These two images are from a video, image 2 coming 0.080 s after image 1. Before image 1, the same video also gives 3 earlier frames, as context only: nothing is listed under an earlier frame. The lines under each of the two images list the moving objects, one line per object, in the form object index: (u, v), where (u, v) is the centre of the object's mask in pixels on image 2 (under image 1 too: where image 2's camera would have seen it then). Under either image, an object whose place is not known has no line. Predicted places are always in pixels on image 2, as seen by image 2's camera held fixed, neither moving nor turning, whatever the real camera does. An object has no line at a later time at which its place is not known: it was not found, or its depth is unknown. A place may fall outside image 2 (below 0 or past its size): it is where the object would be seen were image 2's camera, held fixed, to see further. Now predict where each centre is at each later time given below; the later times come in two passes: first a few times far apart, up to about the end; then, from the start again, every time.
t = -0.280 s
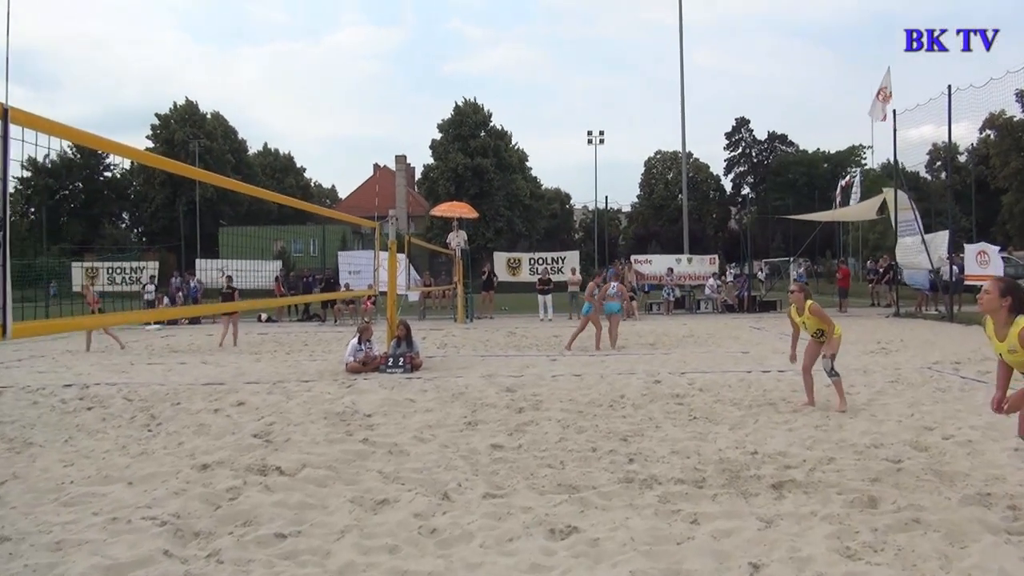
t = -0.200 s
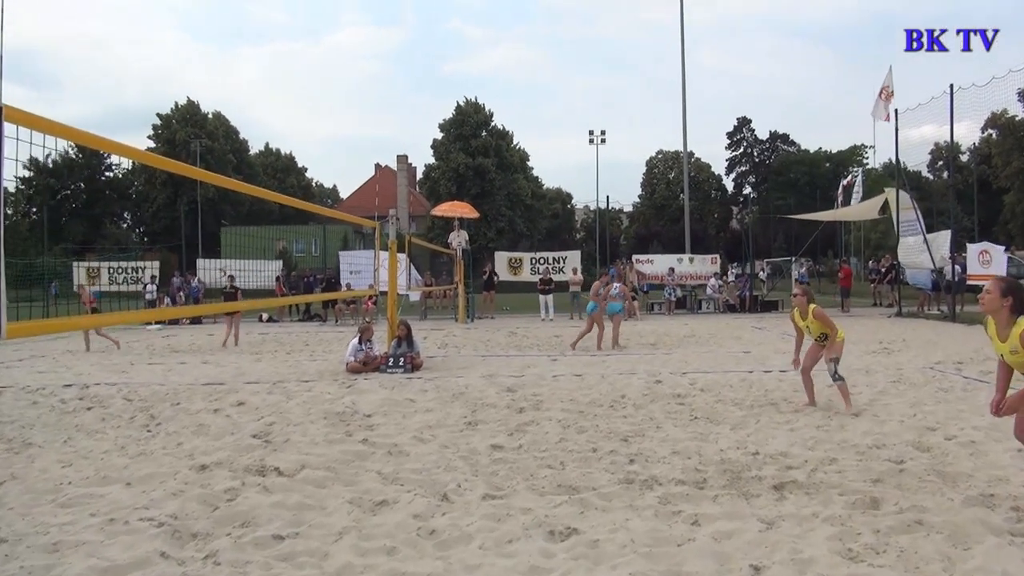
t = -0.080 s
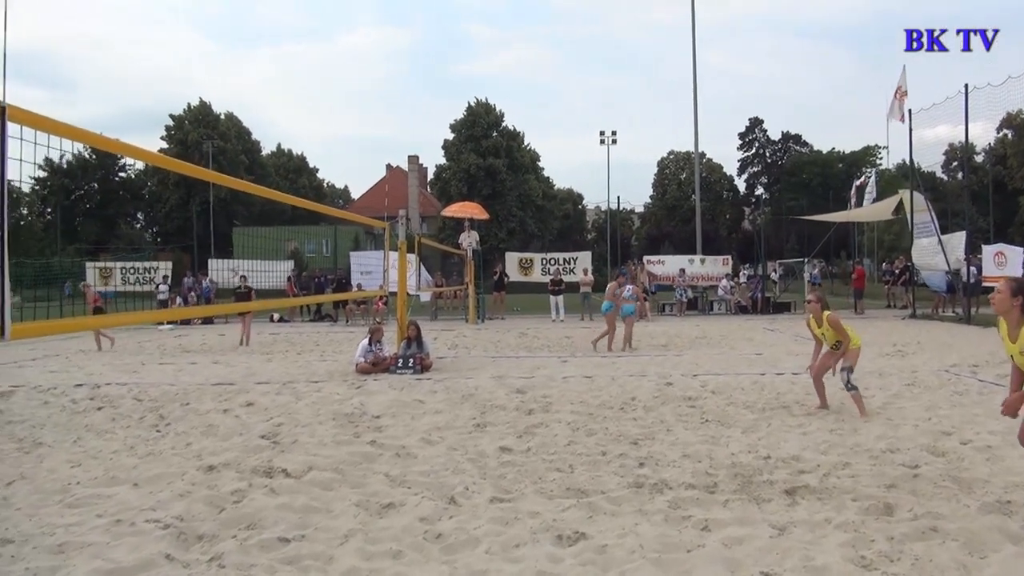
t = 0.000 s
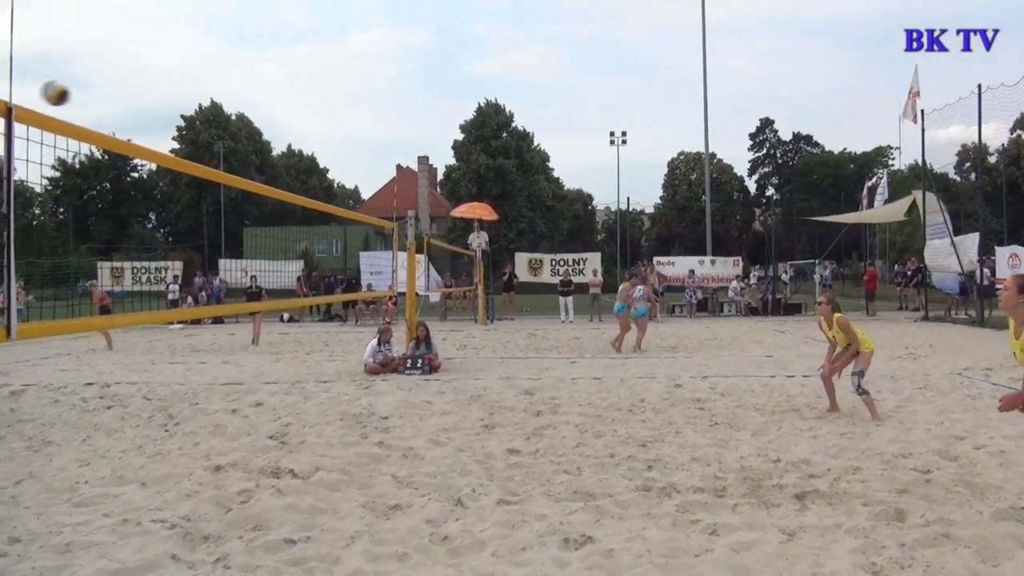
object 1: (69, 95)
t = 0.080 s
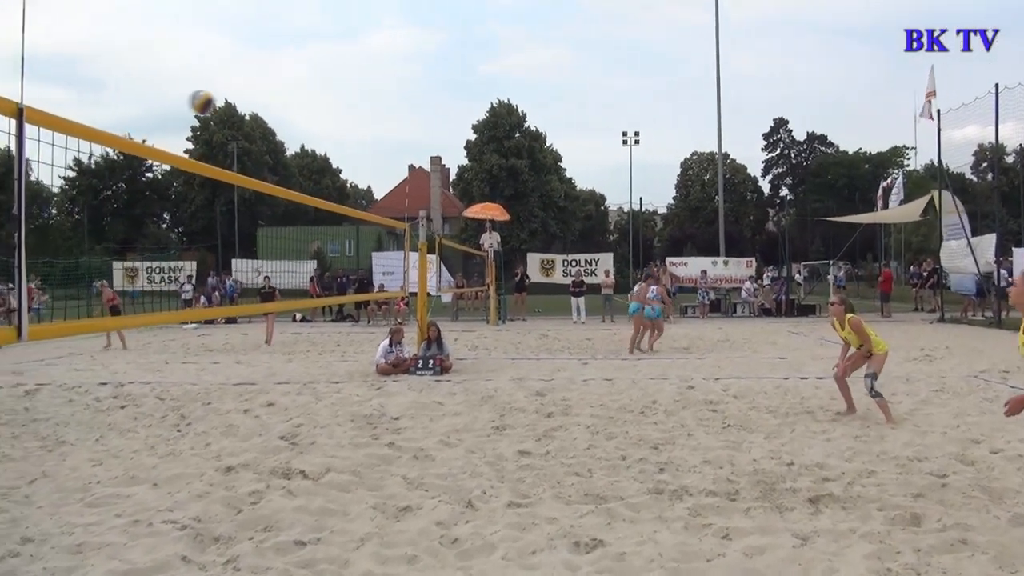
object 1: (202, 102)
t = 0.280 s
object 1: (499, 146)
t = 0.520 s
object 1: (805, 248)
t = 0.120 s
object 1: (264, 109)
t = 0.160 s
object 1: (326, 115)
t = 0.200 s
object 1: (386, 124)
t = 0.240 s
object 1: (444, 134)
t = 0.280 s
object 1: (499, 146)
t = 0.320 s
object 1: (554, 159)
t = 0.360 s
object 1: (608, 174)
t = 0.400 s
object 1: (660, 190)
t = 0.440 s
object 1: (709, 208)
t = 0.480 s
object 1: (758, 228)
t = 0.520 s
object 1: (805, 248)
